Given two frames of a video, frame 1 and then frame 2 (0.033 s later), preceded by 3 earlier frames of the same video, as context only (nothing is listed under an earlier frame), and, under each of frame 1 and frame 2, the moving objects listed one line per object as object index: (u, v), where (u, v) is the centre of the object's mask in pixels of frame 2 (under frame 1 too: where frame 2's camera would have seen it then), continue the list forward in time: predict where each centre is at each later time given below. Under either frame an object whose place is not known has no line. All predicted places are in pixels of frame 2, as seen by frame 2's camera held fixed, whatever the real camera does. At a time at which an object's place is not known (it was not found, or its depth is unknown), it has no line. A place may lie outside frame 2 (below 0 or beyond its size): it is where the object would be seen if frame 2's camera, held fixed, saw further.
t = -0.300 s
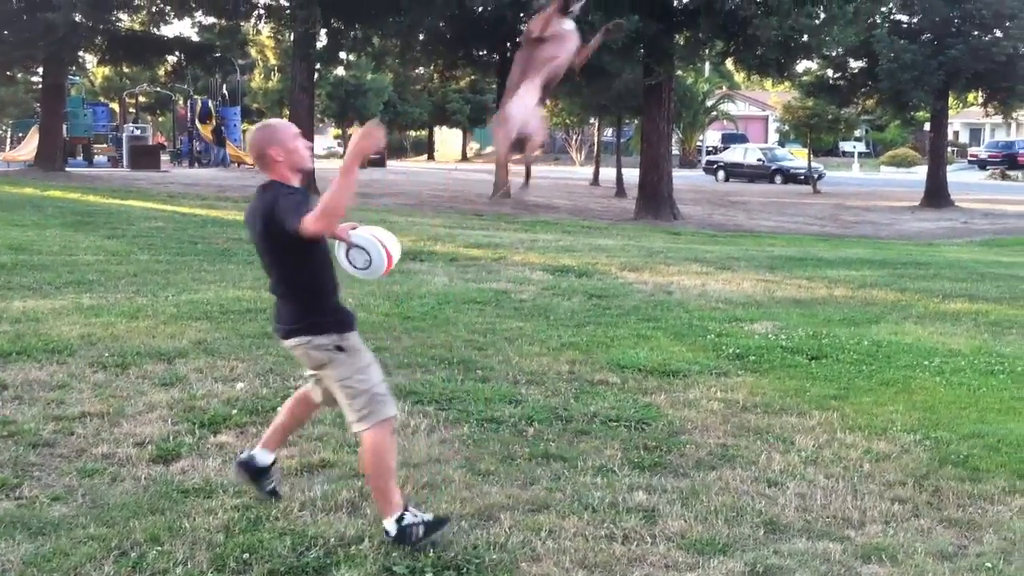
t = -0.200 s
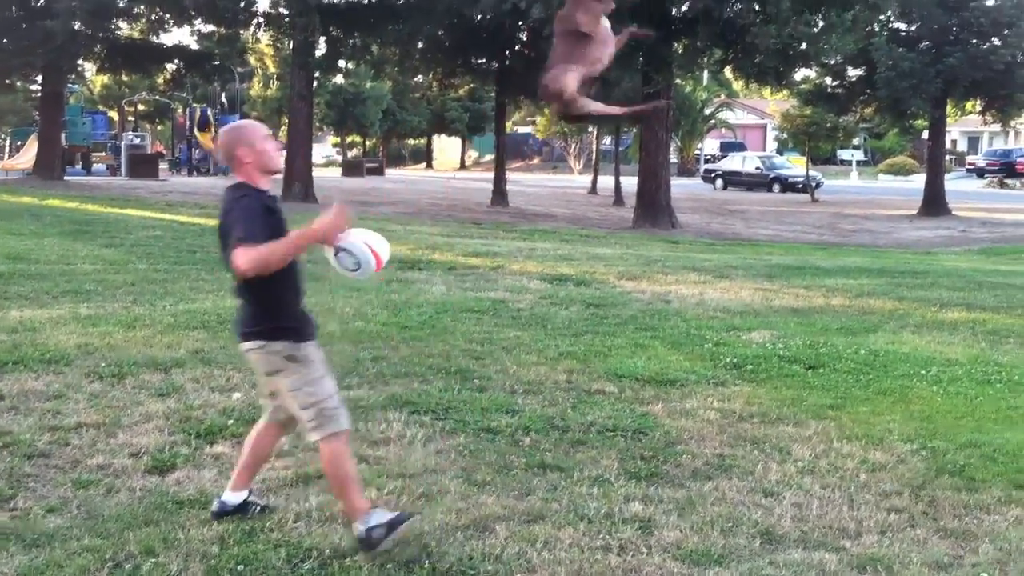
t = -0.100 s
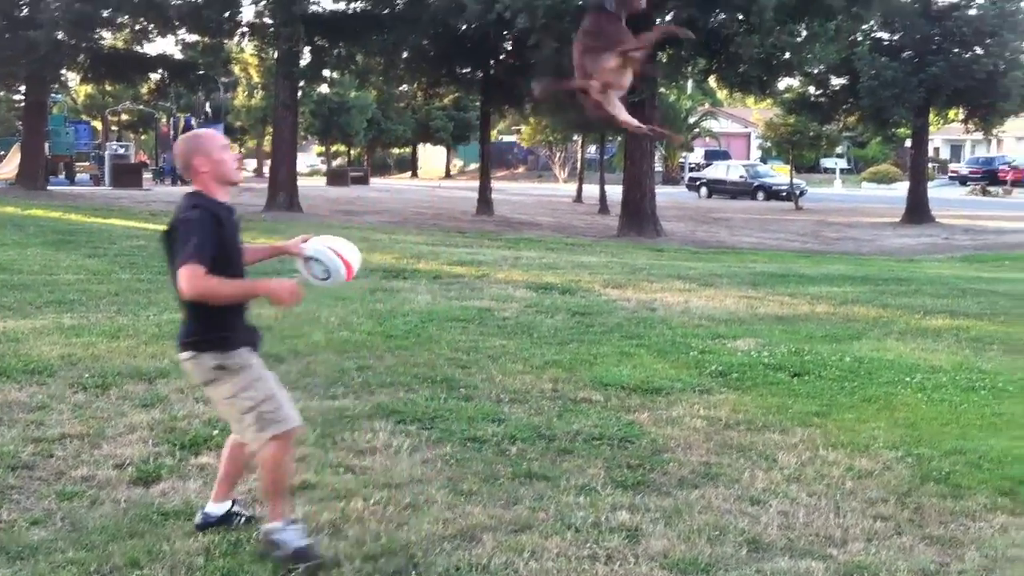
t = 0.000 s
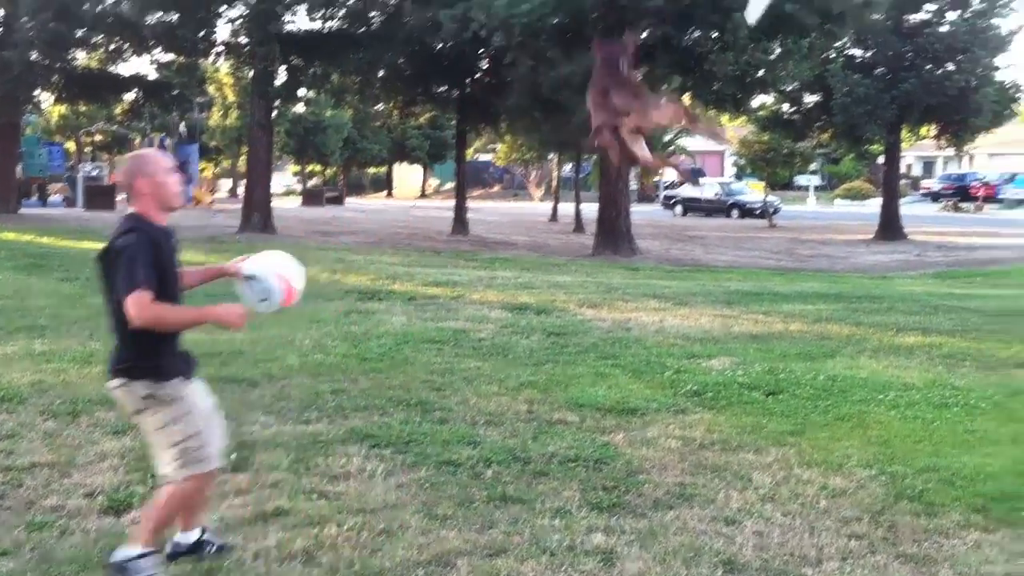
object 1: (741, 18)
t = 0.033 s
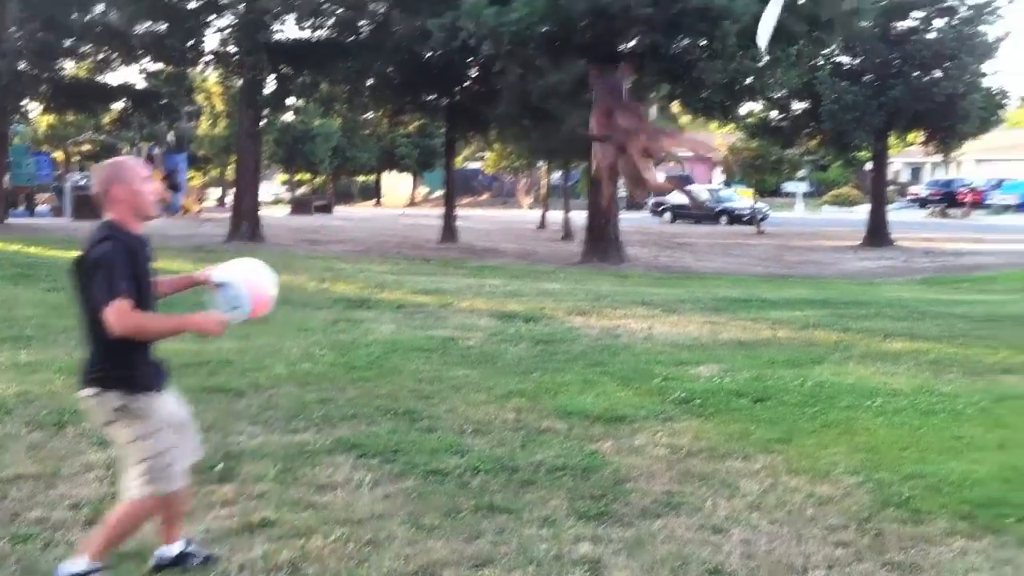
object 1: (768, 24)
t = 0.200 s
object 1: (842, 129)
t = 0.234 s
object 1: (850, 156)
